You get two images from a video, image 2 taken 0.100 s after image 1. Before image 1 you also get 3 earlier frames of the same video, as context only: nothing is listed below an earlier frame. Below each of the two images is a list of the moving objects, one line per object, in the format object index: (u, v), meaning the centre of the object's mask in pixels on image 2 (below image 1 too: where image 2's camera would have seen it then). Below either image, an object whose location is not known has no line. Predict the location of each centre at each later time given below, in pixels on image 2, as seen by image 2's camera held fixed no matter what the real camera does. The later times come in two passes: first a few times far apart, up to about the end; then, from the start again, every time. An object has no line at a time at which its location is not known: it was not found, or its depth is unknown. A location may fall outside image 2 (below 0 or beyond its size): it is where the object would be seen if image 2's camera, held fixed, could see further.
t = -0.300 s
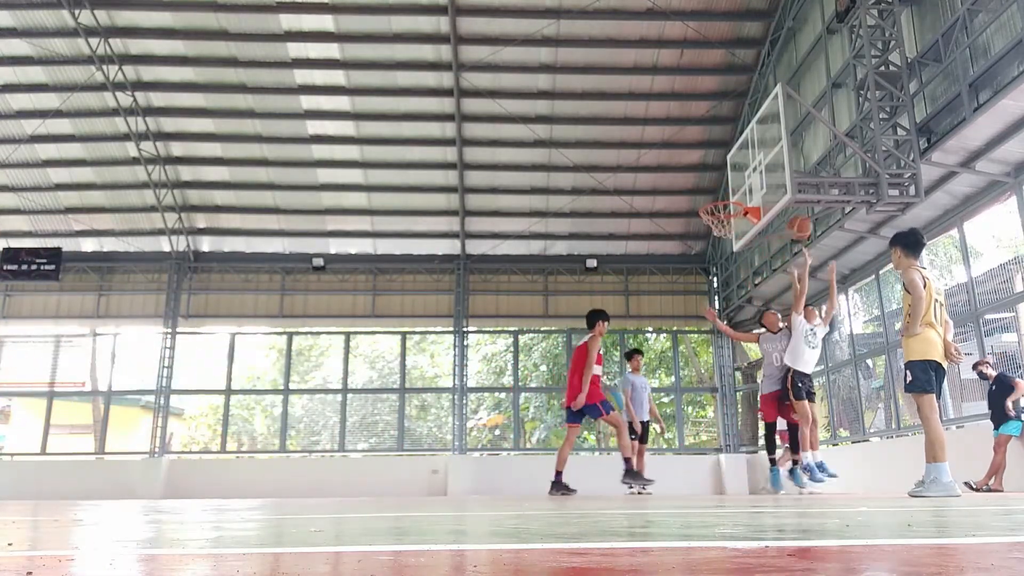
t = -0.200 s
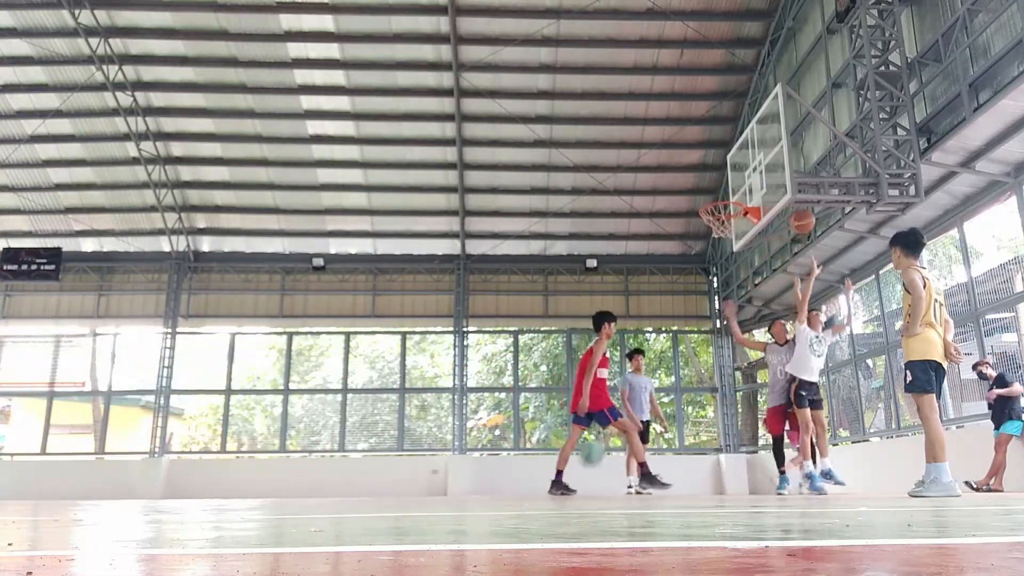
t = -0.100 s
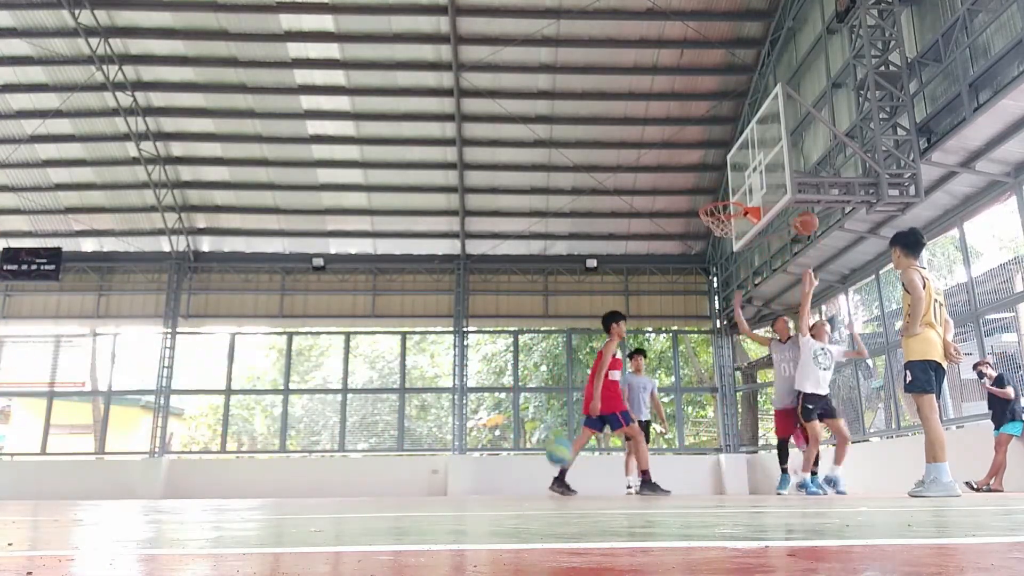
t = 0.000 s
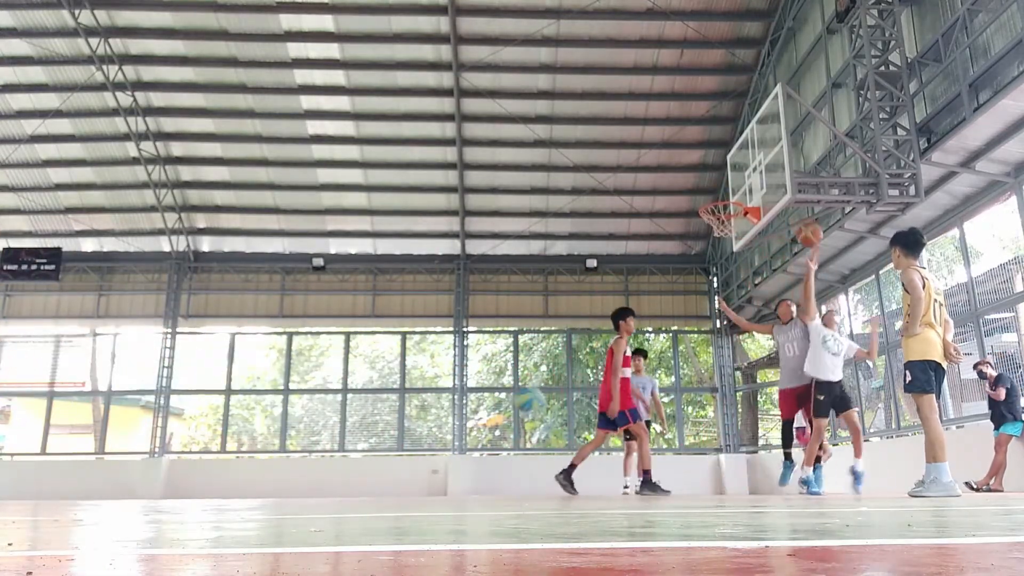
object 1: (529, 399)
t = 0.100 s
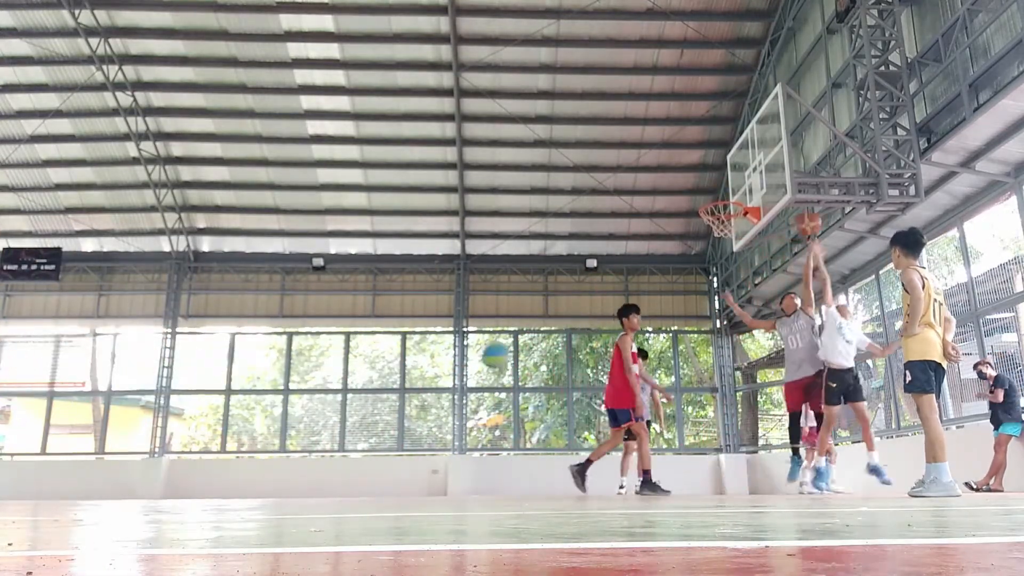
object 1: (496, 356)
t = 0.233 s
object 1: (448, 311)
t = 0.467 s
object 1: (344, 282)
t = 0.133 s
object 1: (483, 342)
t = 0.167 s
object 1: (472, 330)
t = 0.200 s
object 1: (460, 319)
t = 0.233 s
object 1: (448, 311)
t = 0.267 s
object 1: (435, 302)
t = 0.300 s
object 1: (421, 296)
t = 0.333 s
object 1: (408, 291)
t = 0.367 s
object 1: (393, 285)
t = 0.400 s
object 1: (377, 283)
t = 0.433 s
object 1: (361, 281)
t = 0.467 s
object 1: (344, 282)
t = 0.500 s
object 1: (328, 285)
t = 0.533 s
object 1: (310, 289)
